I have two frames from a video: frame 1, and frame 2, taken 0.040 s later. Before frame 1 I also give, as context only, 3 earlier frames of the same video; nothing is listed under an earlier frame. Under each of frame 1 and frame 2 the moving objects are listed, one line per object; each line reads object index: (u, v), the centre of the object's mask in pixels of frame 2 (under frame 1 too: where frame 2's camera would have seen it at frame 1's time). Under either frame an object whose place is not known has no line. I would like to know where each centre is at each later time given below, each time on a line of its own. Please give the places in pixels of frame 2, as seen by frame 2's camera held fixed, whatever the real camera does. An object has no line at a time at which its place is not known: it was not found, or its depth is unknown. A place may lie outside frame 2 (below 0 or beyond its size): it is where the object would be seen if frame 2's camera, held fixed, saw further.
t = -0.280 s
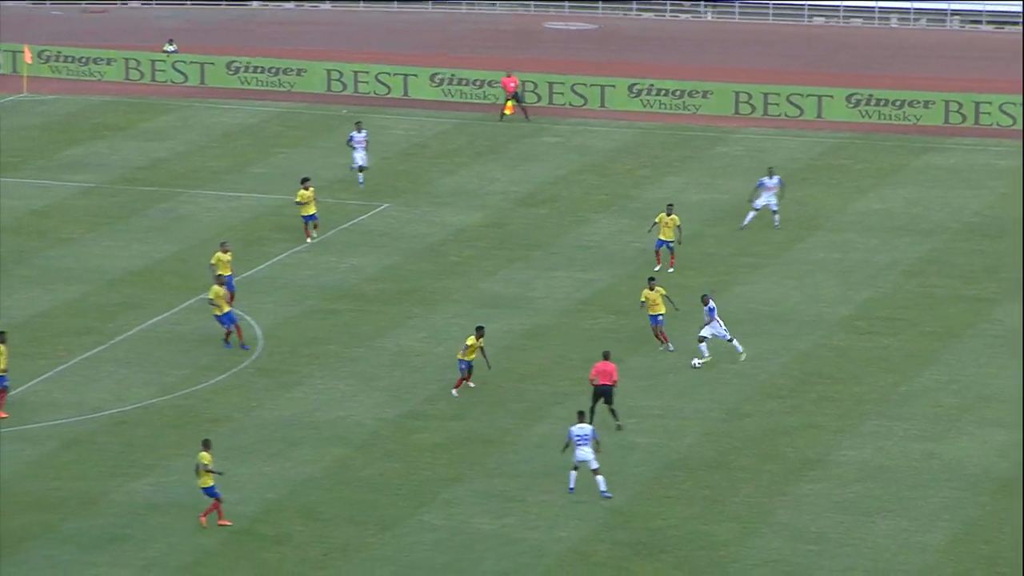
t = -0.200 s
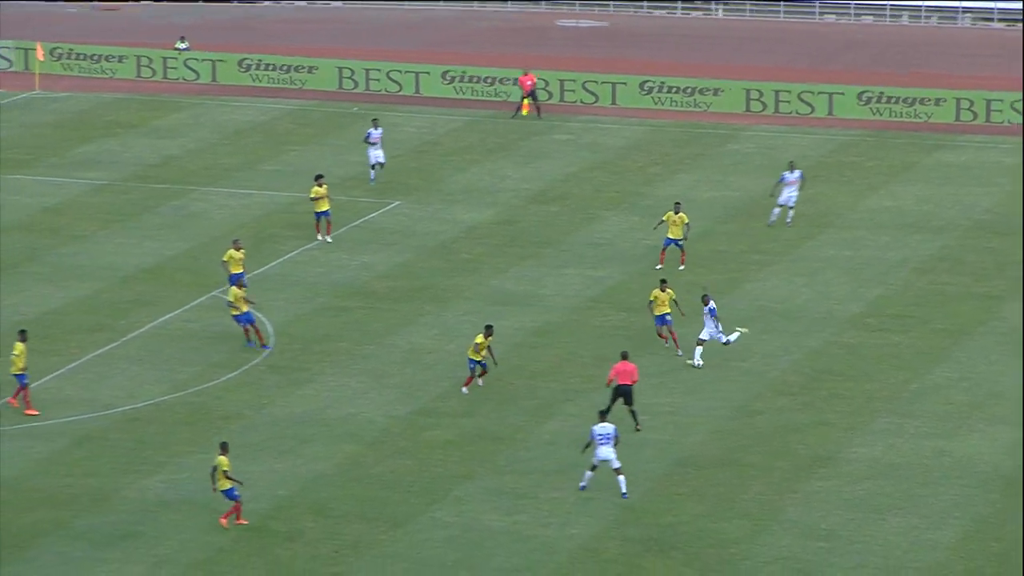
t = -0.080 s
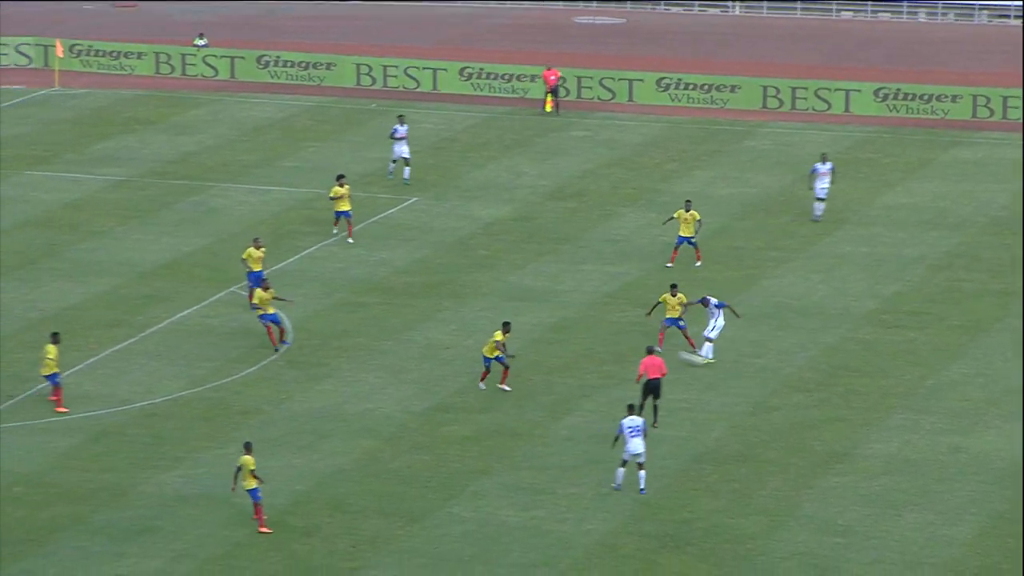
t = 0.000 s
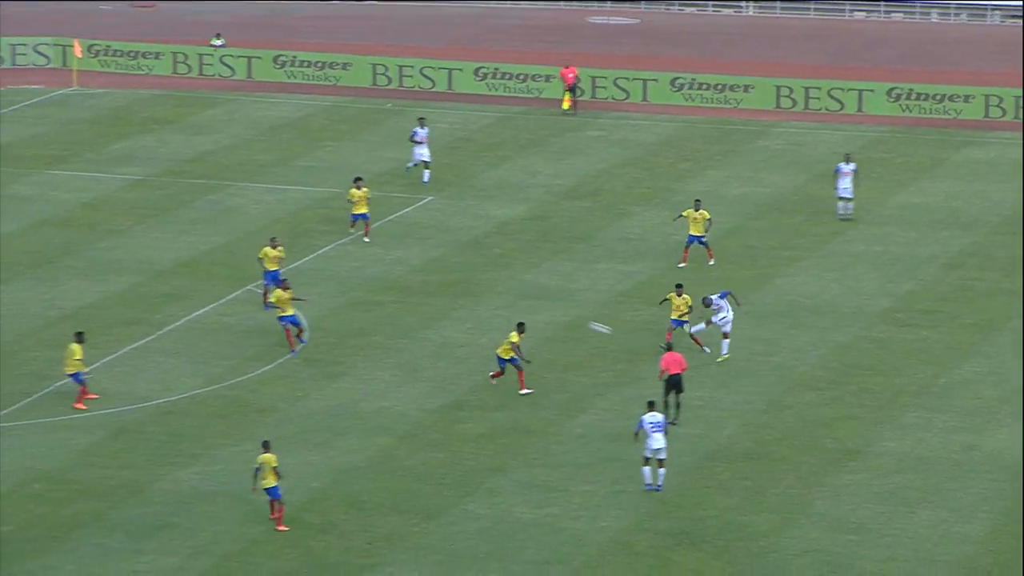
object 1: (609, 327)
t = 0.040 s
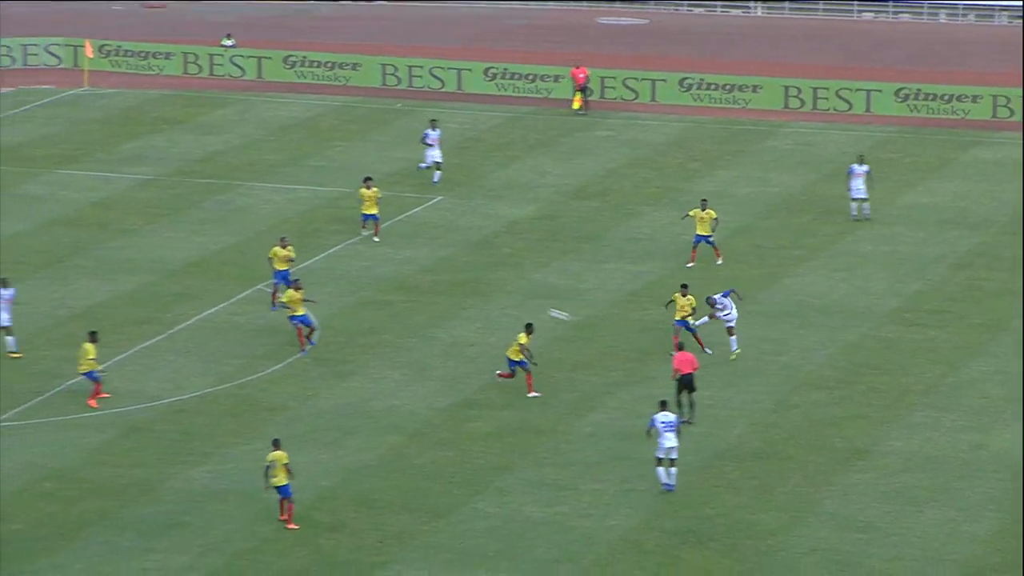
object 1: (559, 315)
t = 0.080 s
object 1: (510, 303)
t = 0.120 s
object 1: (461, 292)
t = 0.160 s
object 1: (415, 283)
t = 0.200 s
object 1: (370, 274)
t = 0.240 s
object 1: (324, 266)
